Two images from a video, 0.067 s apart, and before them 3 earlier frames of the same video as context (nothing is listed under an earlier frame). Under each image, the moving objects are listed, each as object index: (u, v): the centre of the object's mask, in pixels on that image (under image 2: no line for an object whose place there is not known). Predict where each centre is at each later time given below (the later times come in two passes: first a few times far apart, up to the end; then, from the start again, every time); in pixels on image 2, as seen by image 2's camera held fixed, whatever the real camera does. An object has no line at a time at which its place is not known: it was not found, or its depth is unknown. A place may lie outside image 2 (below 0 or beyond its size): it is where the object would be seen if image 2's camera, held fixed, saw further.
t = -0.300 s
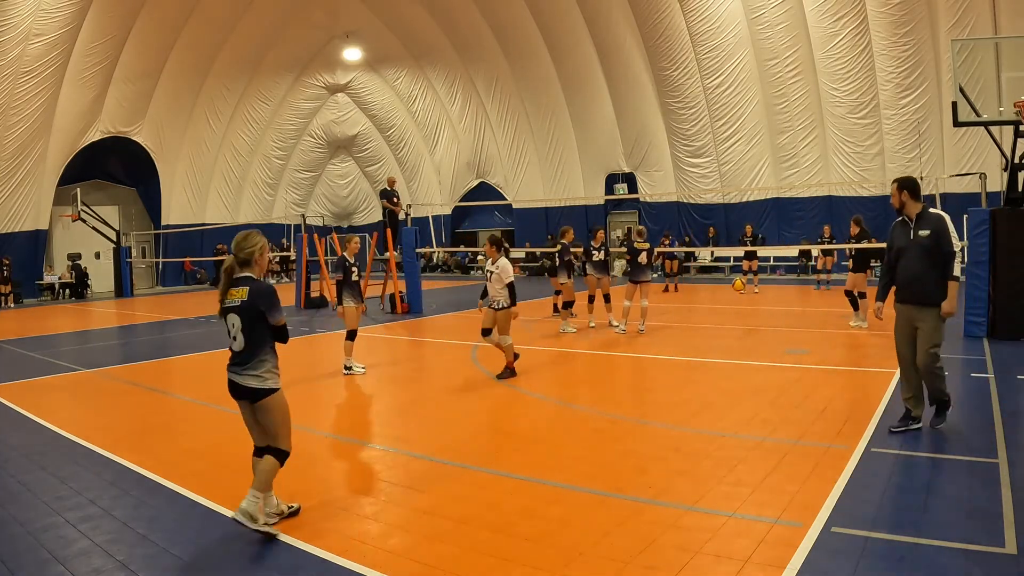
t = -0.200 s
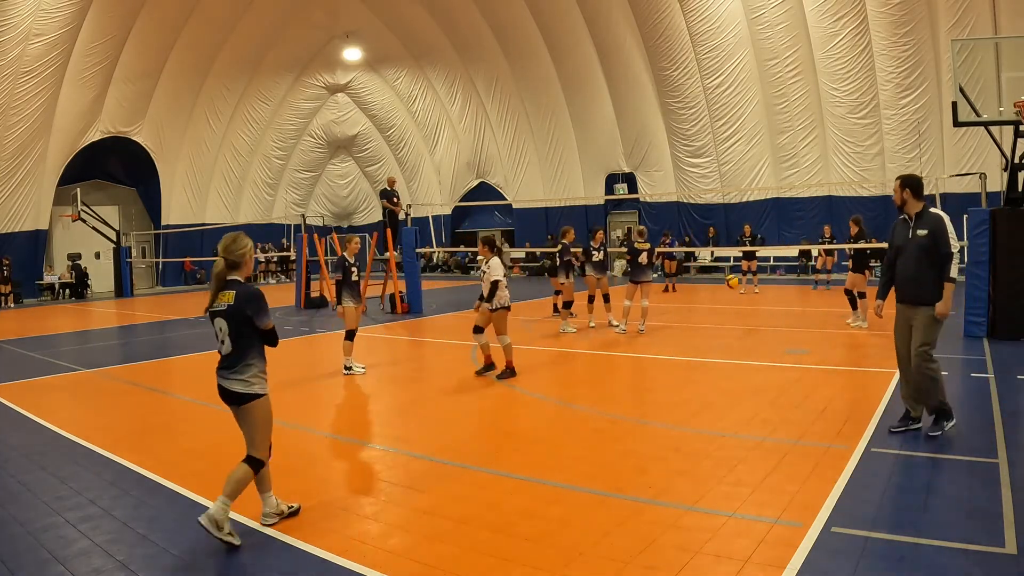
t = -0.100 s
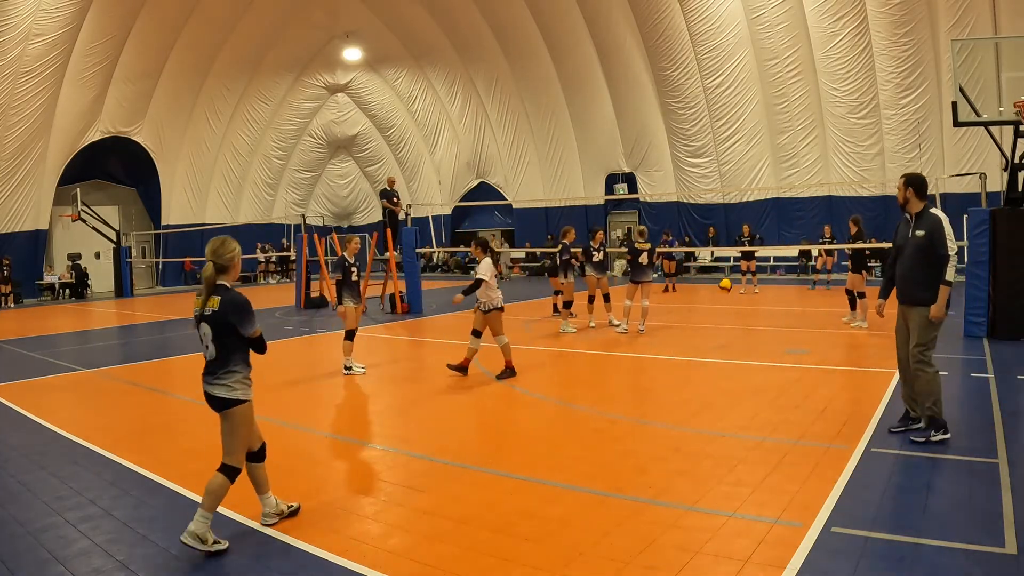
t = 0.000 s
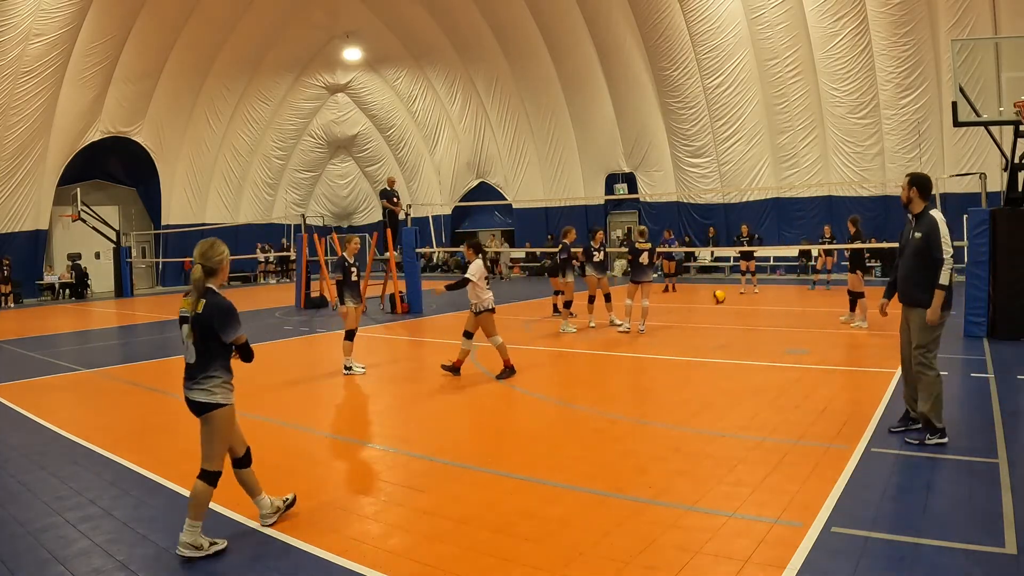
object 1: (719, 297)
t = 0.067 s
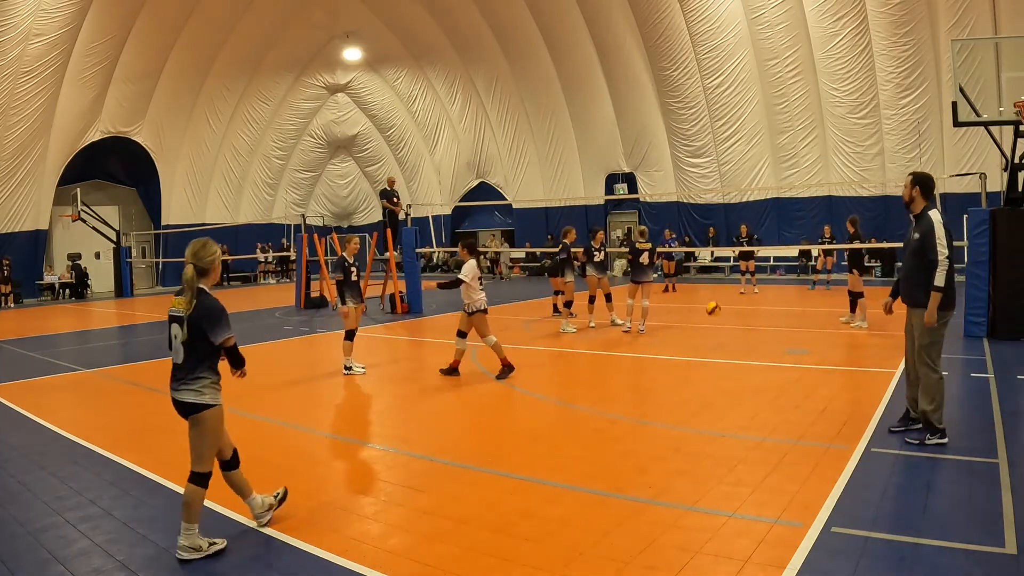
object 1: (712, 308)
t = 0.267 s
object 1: (698, 329)
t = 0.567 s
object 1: (671, 320)
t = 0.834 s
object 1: (645, 351)
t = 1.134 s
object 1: (611, 352)
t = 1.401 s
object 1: (576, 367)
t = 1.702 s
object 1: (531, 394)
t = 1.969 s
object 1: (484, 405)
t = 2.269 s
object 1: (424, 426)
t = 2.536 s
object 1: (362, 448)
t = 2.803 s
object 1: (292, 464)
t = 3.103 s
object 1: (203, 491)
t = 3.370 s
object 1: (116, 518)
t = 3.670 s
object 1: (12, 548)
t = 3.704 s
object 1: (6, 550)
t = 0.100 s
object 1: (711, 316)
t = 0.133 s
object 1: (708, 324)
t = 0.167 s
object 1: (706, 334)
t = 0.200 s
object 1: (703, 340)
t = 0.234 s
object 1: (701, 333)
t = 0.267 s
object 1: (698, 329)
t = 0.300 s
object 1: (694, 324)
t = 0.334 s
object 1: (692, 321)
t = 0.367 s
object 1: (690, 318)
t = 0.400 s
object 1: (686, 317)
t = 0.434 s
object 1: (684, 315)
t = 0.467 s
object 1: (682, 314)
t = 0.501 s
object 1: (678, 316)
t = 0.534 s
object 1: (674, 317)
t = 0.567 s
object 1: (671, 320)
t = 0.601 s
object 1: (669, 322)
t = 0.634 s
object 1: (665, 328)
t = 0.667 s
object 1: (662, 333)
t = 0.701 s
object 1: (660, 338)
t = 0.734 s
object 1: (656, 347)
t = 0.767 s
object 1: (652, 355)
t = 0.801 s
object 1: (648, 357)
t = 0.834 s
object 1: (645, 351)
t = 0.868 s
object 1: (641, 348)
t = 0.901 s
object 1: (638, 345)
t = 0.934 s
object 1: (635, 341)
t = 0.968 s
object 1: (631, 341)
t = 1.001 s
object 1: (627, 342)
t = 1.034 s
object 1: (623, 343)
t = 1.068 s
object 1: (619, 344)
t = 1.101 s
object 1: (615, 347)
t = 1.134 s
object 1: (611, 352)
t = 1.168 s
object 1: (608, 356)
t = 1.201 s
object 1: (603, 362)
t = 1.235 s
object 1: (599, 370)
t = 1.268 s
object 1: (594, 378)
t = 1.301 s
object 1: (590, 374)
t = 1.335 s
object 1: (586, 370)
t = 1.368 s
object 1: (581, 367)
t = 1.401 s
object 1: (576, 367)
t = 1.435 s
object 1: (571, 366)
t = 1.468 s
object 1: (567, 366)
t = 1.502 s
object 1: (561, 368)
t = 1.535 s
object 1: (556, 371)
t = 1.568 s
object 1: (551, 375)
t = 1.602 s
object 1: (547, 381)
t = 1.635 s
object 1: (541, 387)
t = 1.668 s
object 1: (536, 396)
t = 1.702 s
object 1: (531, 394)
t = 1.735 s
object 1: (525, 390)
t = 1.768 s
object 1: (519, 389)
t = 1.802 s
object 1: (513, 389)
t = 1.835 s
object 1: (507, 389)
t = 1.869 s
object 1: (502, 391)
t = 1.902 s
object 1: (495, 394)
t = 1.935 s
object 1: (489, 399)
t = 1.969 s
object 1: (484, 405)
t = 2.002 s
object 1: (477, 410)
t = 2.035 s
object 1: (470, 413)
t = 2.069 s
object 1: (464, 412)
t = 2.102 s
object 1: (457, 411)
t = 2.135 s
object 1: (451, 411)
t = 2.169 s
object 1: (444, 412)
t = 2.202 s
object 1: (436, 416)
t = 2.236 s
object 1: (430, 420)
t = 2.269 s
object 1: (424, 426)
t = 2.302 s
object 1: (415, 432)
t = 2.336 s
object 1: (408, 431)
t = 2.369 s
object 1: (400, 430)
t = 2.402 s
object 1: (393, 430)
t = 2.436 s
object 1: (385, 432)
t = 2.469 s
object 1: (377, 436)
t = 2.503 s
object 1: (370, 441)
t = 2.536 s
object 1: (362, 448)
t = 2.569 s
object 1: (354, 448)
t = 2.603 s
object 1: (344, 448)
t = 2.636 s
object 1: (335, 450)
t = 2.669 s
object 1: (328, 453)
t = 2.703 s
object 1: (320, 456)
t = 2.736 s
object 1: (310, 462)
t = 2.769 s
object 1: (300, 463)
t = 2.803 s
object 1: (292, 464)
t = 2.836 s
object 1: (282, 466)
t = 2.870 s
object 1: (272, 470)
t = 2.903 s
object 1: (262, 476)
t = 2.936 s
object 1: (252, 477)
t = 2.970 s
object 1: (244, 478)
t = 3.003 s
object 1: (234, 481)
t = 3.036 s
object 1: (223, 487)
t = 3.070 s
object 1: (213, 489)
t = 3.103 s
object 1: (203, 491)
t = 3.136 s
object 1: (192, 494)
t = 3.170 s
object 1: (182, 500)
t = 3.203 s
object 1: (172, 502)
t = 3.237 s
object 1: (160, 504)
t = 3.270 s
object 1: (150, 508)
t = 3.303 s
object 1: (138, 512)
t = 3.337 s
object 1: (128, 515)
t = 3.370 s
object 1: (116, 518)
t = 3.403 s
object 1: (104, 521)
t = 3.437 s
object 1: (92, 525)
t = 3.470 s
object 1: (81, 527)
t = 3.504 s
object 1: (69, 531)
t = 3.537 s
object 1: (56, 535)
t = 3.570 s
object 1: (44, 538)
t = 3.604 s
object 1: (32, 542)
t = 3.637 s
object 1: (20, 544)
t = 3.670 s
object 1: (12, 548)
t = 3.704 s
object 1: (6, 550)
